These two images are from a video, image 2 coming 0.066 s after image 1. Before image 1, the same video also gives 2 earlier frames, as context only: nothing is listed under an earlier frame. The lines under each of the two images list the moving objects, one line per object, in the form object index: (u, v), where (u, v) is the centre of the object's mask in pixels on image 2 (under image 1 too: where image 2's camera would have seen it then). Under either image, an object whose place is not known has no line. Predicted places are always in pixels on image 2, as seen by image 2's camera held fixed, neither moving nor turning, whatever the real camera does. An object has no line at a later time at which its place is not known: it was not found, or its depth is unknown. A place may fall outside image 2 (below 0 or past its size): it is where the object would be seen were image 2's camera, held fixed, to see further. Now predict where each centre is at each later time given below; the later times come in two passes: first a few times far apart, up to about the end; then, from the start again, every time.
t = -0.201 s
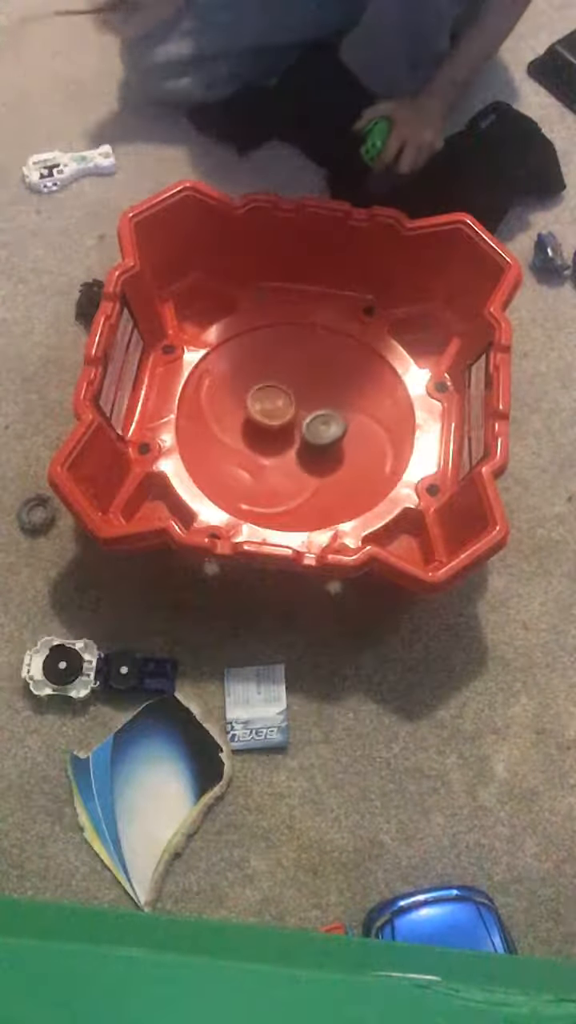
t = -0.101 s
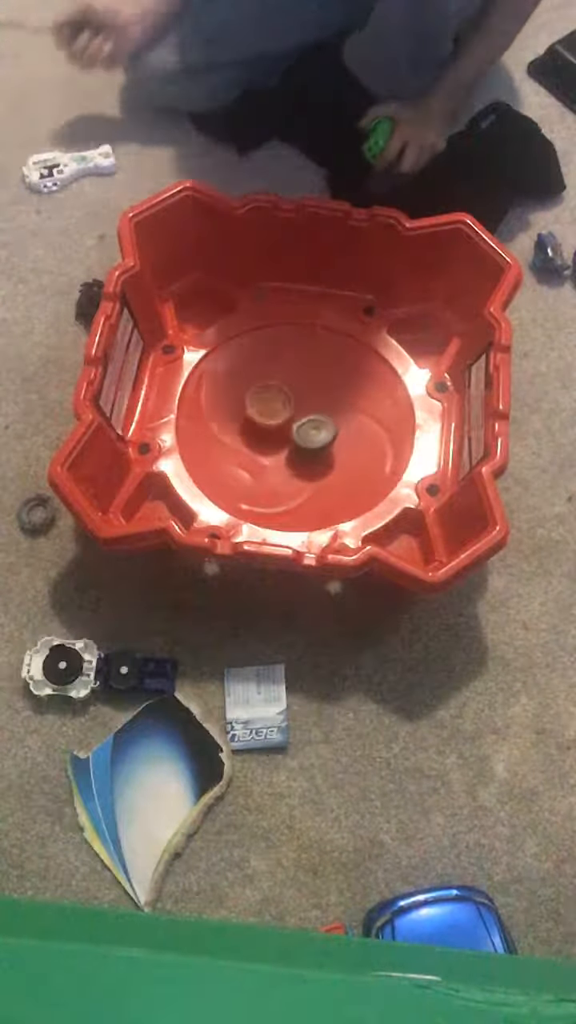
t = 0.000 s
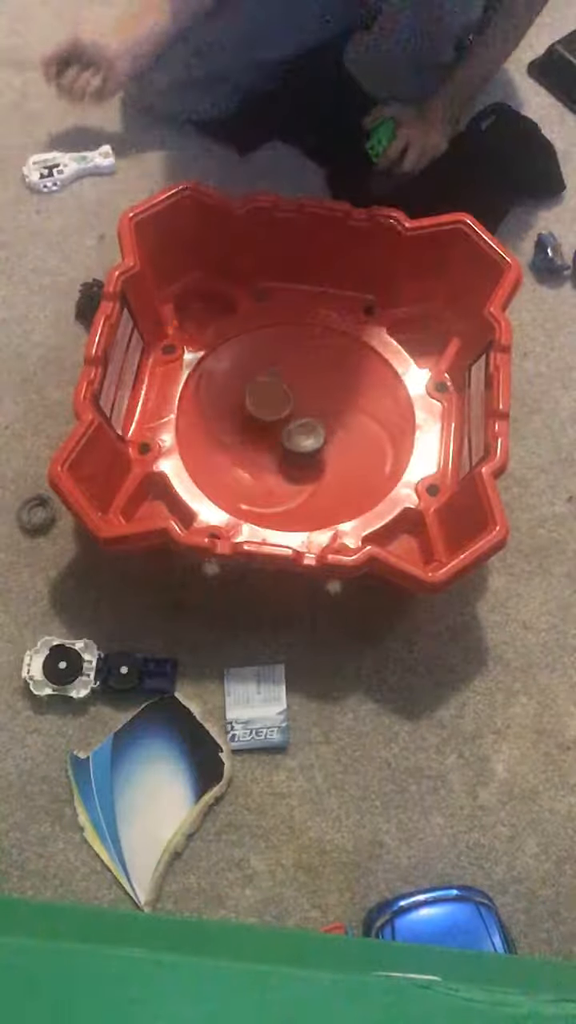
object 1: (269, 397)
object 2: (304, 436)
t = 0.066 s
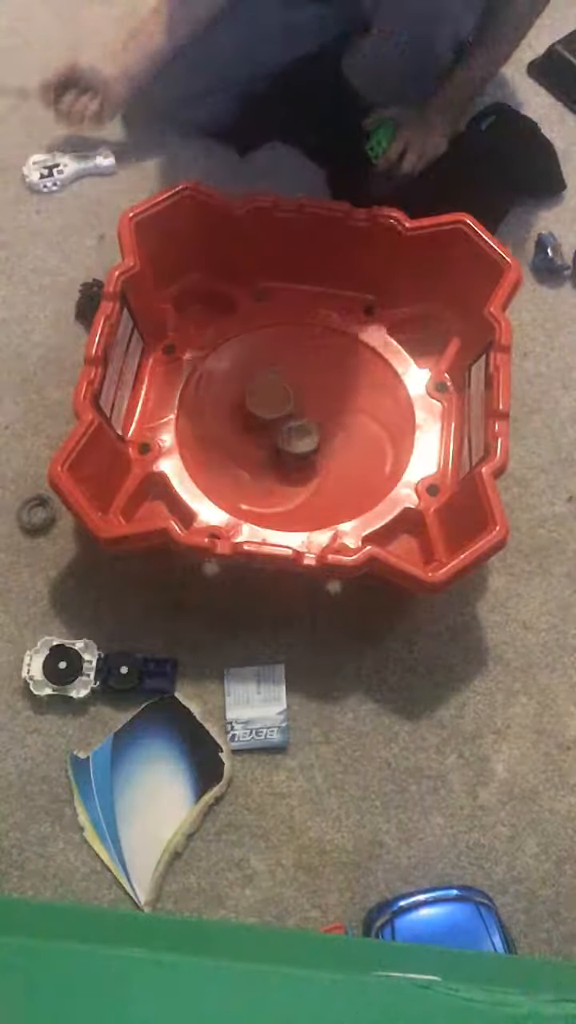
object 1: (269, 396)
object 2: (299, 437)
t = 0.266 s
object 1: (279, 390)
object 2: (276, 439)
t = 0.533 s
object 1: (300, 394)
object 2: (258, 429)
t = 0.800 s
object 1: (313, 418)
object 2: (260, 412)
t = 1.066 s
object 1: (306, 440)
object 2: (271, 394)
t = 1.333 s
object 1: (282, 434)
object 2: (296, 387)
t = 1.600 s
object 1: (284, 416)
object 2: (332, 390)
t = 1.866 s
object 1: (294, 402)
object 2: (348, 411)
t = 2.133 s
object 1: (290, 398)
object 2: (330, 430)
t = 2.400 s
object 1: (285, 392)
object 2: (270, 451)
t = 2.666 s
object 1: (284, 399)
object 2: (245, 441)
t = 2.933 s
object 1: (306, 411)
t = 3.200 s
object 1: (309, 428)
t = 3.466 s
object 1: (300, 427)
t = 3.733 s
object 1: (295, 430)
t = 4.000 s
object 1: (291, 431)
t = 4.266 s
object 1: (271, 424)
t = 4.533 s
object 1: (264, 400)
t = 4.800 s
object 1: (268, 388)
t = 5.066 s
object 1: (302, 396)
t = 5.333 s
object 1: (303, 416)
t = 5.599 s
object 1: (303, 409)
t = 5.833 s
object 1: (295, 404)
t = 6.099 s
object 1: (293, 399)
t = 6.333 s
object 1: (290, 399)
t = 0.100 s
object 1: (270, 394)
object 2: (294, 436)
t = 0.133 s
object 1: (271, 394)
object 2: (290, 438)
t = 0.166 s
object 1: (273, 392)
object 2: (288, 436)
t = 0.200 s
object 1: (275, 391)
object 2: (286, 437)
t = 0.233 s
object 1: (276, 391)
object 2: (280, 438)
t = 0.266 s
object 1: (279, 390)
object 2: (276, 439)
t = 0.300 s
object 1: (283, 390)
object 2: (272, 437)
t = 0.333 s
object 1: (285, 389)
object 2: (270, 436)
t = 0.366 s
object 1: (287, 389)
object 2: (267, 435)
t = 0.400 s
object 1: (290, 389)
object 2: (265, 434)
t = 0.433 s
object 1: (293, 389)
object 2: (263, 432)
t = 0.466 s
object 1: (295, 390)
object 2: (261, 431)
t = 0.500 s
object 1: (298, 392)
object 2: (259, 430)
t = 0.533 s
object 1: (300, 394)
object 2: (258, 429)
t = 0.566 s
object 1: (303, 397)
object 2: (257, 428)
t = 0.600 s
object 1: (306, 399)
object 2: (257, 425)
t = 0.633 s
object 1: (310, 399)
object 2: (258, 423)
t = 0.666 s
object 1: (309, 406)
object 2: (258, 422)
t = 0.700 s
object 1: (311, 408)
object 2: (258, 419)
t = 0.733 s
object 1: (311, 412)
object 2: (260, 418)
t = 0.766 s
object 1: (312, 414)
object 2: (260, 415)
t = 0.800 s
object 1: (313, 418)
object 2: (260, 412)
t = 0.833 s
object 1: (315, 425)
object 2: (261, 410)
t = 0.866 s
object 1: (314, 427)
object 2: (263, 409)
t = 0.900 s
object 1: (312, 429)
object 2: (264, 407)
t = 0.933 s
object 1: (311, 431)
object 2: (266, 404)
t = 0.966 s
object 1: (312, 434)
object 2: (267, 400)
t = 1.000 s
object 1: (311, 437)
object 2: (268, 398)
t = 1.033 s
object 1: (309, 439)
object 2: (269, 396)
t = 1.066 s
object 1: (306, 440)
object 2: (271, 394)
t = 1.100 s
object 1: (303, 440)
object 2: (273, 393)
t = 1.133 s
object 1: (299, 441)
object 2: (276, 392)
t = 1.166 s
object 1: (296, 441)
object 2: (279, 391)
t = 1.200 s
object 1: (294, 440)
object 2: (281, 390)
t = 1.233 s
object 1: (291, 438)
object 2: (285, 389)
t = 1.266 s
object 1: (288, 438)
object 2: (289, 388)
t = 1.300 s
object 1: (286, 437)
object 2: (293, 387)
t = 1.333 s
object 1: (282, 434)
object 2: (296, 387)
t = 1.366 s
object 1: (280, 431)
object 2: (301, 386)
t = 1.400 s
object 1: (280, 427)
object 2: (306, 386)
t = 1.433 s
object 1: (280, 427)
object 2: (311, 385)
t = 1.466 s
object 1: (278, 424)
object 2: (316, 385)
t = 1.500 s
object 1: (279, 422)
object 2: (321, 386)
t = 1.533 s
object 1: (280, 420)
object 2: (324, 387)
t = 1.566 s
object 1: (282, 417)
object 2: (329, 389)
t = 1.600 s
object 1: (284, 416)
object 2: (332, 390)
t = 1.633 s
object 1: (286, 414)
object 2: (335, 392)
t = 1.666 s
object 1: (285, 411)
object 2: (338, 394)
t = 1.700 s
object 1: (285, 410)
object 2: (340, 395)
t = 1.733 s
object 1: (287, 408)
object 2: (341, 397)
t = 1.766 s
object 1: (290, 404)
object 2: (344, 402)
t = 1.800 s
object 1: (292, 402)
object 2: (347, 405)
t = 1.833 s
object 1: (294, 401)
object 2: (348, 409)
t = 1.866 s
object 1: (294, 402)
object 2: (348, 411)
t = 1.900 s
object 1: (293, 402)
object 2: (348, 414)
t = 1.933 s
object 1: (294, 400)
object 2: (347, 417)
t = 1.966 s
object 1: (293, 401)
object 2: (345, 420)
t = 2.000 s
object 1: (293, 400)
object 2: (343, 420)
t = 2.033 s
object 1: (293, 400)
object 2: (341, 422)
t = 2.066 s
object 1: (292, 399)
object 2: (338, 426)
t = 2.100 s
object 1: (292, 398)
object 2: (335, 427)
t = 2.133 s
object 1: (290, 398)
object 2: (330, 430)
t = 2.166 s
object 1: (289, 397)
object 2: (324, 432)
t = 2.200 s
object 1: (289, 396)
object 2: (318, 437)
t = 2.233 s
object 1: (290, 396)
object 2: (310, 439)
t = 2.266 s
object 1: (288, 395)
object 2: (302, 443)
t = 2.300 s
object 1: (286, 393)
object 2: (294, 445)
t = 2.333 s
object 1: (287, 391)
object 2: (285, 448)
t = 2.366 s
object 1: (286, 393)
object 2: (278, 450)
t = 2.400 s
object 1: (285, 392)
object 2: (270, 451)
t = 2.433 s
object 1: (285, 392)
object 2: (264, 450)
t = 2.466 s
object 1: (286, 392)
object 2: (258, 450)
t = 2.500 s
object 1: (285, 393)
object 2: (254, 450)
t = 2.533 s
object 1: (284, 393)
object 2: (251, 448)
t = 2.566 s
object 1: (285, 393)
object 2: (250, 446)
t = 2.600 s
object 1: (286, 396)
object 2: (248, 445)
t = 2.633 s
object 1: (284, 398)
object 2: (247, 442)
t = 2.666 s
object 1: (284, 399)
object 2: (245, 441)
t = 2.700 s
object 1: (286, 403)
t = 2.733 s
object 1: (286, 401)
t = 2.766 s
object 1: (287, 404)
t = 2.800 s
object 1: (296, 406)
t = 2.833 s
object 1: (305, 405)
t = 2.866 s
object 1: (308, 407)
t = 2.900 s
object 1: (308, 410)
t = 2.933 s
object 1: (306, 411)
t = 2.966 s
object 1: (306, 410)
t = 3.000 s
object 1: (306, 411)
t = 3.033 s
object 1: (308, 412)
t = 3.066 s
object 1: (308, 413)
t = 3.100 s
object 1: (308, 416)
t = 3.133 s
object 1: (309, 420)
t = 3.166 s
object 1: (309, 426)
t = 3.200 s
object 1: (309, 428)
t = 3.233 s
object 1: (307, 429)
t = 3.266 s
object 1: (307, 429)
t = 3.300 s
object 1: (307, 429)
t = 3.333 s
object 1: (306, 429)
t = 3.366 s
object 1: (305, 428)
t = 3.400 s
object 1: (304, 429)
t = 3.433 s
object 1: (301, 427)
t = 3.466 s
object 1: (300, 427)
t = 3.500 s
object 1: (296, 427)
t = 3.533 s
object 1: (294, 426)
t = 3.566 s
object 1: (294, 425)
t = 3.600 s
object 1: (295, 425)
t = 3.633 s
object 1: (298, 427)
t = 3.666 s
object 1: (298, 428)
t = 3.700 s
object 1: (296, 430)
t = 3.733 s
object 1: (295, 430)
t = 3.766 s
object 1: (294, 432)
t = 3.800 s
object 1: (294, 432)
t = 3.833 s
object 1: (293, 433)
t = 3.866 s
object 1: (293, 433)
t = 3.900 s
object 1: (294, 432)
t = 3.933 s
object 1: (294, 431)
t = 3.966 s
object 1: (292, 431)
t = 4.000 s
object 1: (291, 431)
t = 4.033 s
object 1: (288, 430)
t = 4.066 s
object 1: (284, 431)
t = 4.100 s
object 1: (280, 430)
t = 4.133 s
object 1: (276, 429)
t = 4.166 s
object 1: (273, 425)
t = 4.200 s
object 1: (271, 424)
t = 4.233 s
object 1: (271, 424)
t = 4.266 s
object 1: (271, 424)
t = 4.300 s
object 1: (275, 423)
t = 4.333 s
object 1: (274, 420)
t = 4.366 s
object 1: (274, 417)
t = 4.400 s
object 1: (273, 414)
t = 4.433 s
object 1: (269, 407)
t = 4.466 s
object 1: (268, 407)
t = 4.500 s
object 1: (266, 400)
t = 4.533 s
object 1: (264, 400)
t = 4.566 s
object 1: (262, 397)
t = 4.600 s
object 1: (261, 395)
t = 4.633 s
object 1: (262, 395)
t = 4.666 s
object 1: (262, 390)
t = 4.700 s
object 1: (264, 391)
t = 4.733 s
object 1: (265, 390)
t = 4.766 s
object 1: (266, 388)
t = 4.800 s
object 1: (268, 388)
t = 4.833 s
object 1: (272, 388)
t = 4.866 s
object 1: (275, 386)
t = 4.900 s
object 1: (278, 386)
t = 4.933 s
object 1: (280, 384)
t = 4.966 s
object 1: (287, 386)
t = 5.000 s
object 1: (293, 391)
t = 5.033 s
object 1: (298, 393)
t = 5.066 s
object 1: (302, 396)
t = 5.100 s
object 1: (303, 399)
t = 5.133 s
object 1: (304, 404)
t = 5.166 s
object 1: (304, 407)
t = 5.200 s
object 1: (304, 411)
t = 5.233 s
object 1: (304, 413)
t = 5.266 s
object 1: (303, 414)
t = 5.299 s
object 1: (303, 416)
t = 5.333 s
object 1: (303, 416)
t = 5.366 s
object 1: (303, 416)
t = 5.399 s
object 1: (303, 416)
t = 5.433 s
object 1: (303, 415)
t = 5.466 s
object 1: (304, 412)
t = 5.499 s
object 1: (304, 410)
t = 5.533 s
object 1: (304, 409)
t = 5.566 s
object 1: (303, 407)
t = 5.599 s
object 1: (303, 409)
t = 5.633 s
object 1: (302, 406)
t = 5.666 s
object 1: (302, 404)
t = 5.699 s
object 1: (302, 403)
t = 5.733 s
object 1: (302, 404)
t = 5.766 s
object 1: (300, 404)
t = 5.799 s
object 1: (297, 405)
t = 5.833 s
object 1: (295, 404)
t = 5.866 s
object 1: (297, 400)
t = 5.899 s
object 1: (297, 400)
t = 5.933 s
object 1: (296, 400)
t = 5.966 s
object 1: (295, 400)
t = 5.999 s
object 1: (295, 399)
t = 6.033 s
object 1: (295, 400)
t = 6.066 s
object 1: (294, 399)
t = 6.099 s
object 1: (293, 399)
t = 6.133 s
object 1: (292, 399)
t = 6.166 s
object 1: (292, 399)
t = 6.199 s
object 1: (290, 399)
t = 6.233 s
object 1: (290, 399)
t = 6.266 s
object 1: (289, 399)
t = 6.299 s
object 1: (289, 398)
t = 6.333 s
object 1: (290, 399)
